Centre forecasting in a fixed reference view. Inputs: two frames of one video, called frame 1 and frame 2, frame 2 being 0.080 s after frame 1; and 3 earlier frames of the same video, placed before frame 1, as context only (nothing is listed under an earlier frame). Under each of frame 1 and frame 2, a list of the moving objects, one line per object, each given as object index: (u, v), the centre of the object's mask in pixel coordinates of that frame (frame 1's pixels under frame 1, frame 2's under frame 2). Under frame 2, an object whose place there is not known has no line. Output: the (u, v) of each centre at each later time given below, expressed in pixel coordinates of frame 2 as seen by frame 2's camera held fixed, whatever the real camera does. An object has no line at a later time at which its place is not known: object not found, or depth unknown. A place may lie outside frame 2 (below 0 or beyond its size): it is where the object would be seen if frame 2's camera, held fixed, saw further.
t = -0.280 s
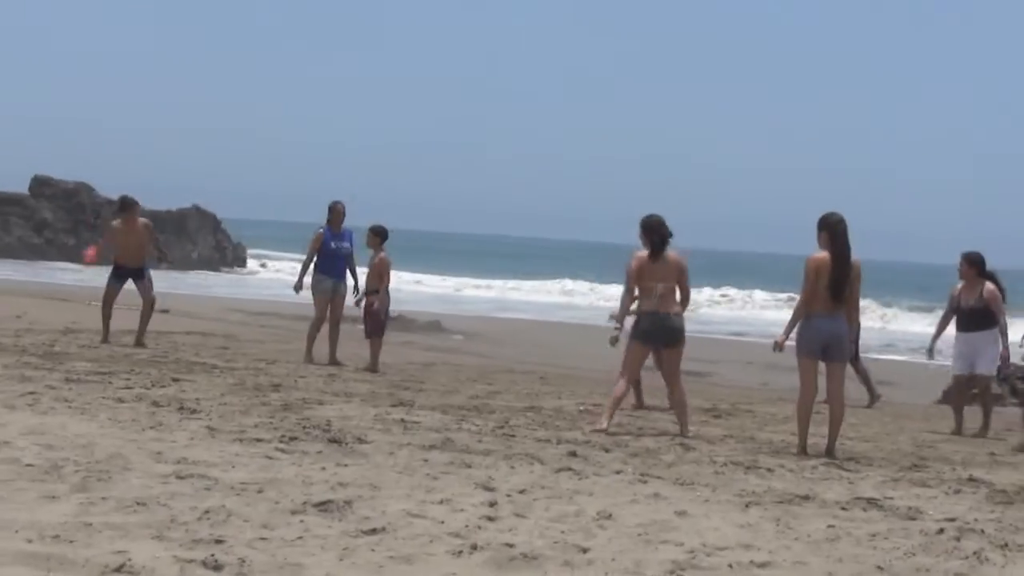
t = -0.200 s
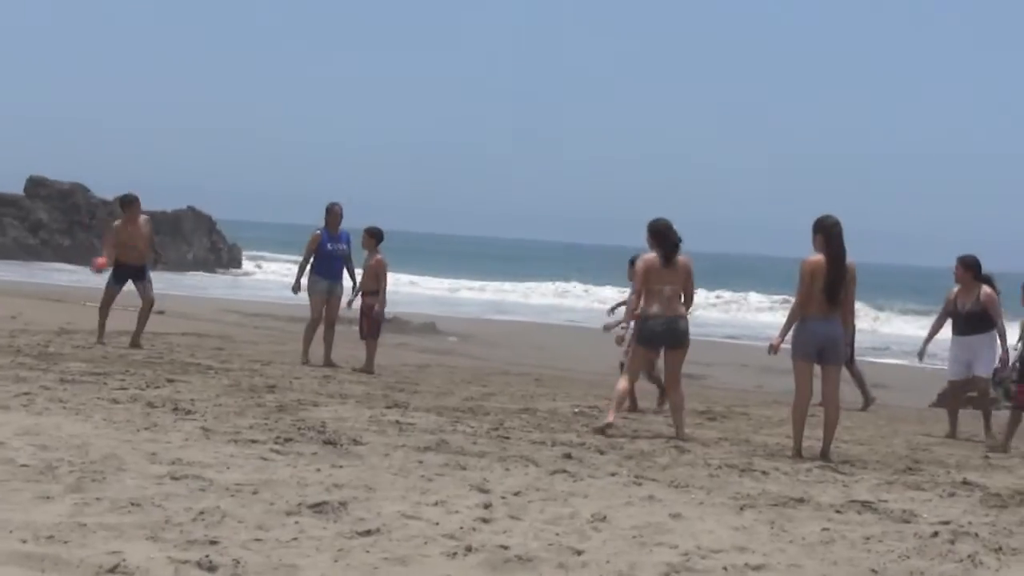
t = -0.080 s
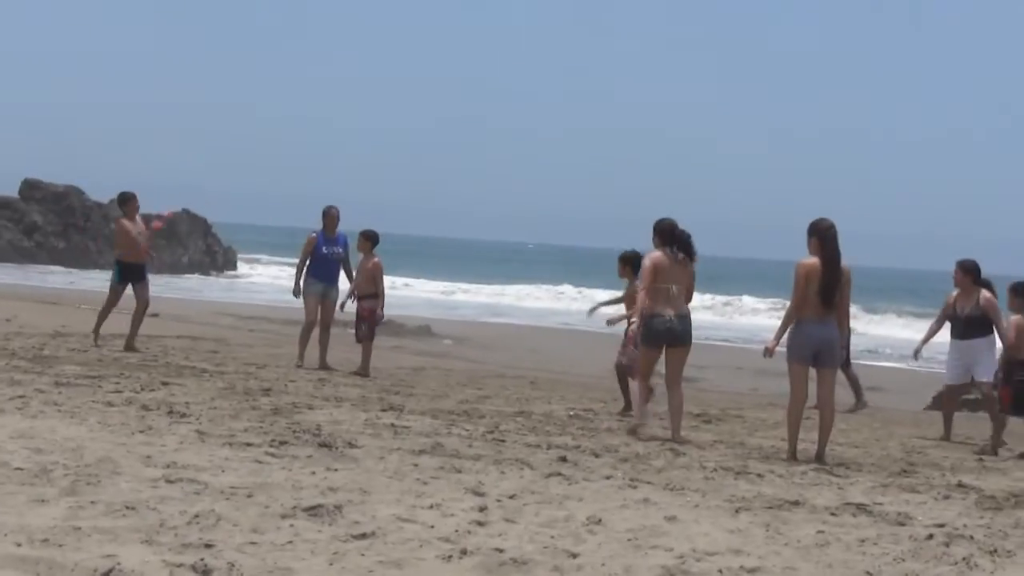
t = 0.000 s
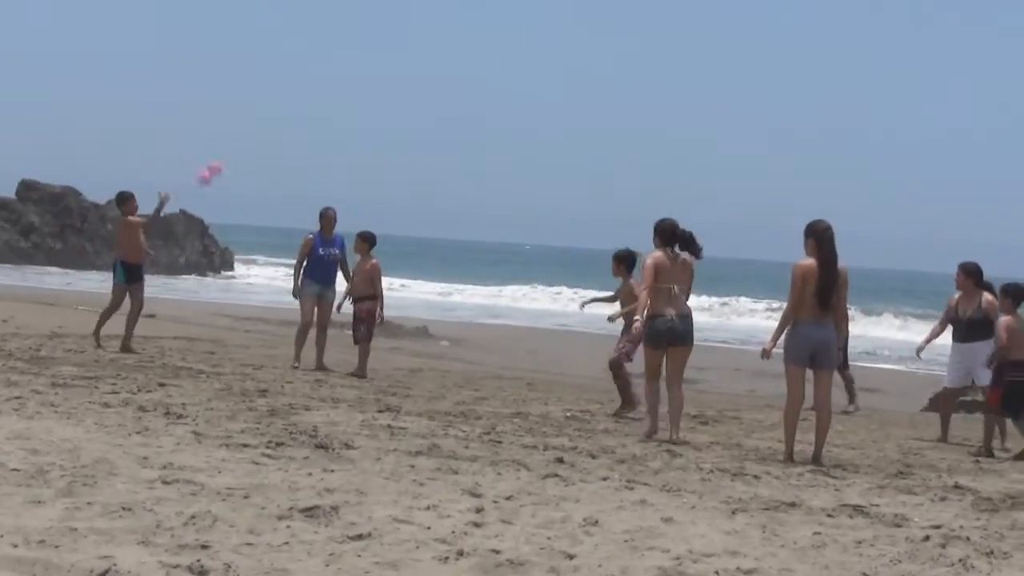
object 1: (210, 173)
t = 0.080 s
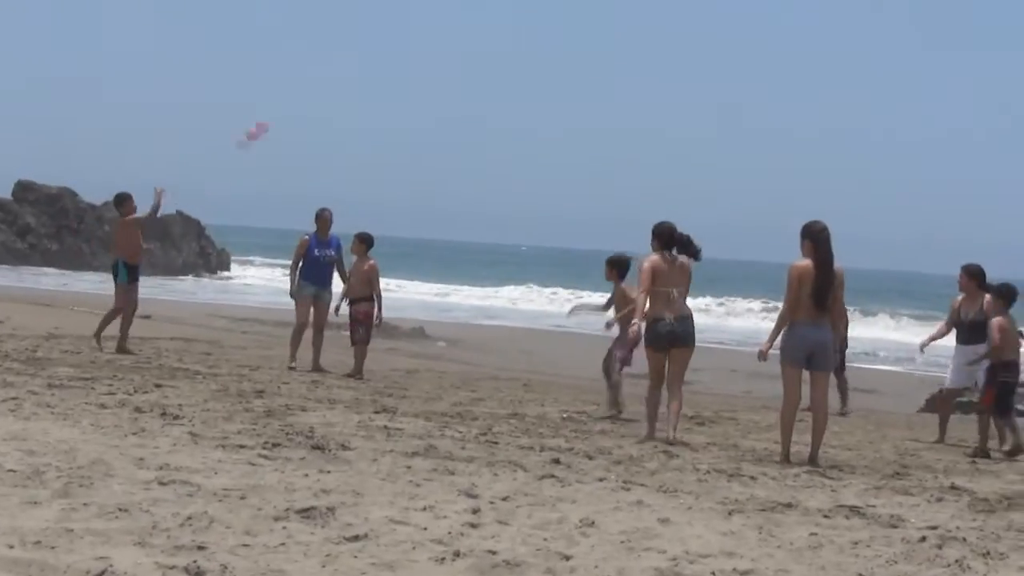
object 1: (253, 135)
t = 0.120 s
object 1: (278, 114)
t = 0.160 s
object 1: (302, 96)
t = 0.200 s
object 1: (324, 77)
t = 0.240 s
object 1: (343, 62)
